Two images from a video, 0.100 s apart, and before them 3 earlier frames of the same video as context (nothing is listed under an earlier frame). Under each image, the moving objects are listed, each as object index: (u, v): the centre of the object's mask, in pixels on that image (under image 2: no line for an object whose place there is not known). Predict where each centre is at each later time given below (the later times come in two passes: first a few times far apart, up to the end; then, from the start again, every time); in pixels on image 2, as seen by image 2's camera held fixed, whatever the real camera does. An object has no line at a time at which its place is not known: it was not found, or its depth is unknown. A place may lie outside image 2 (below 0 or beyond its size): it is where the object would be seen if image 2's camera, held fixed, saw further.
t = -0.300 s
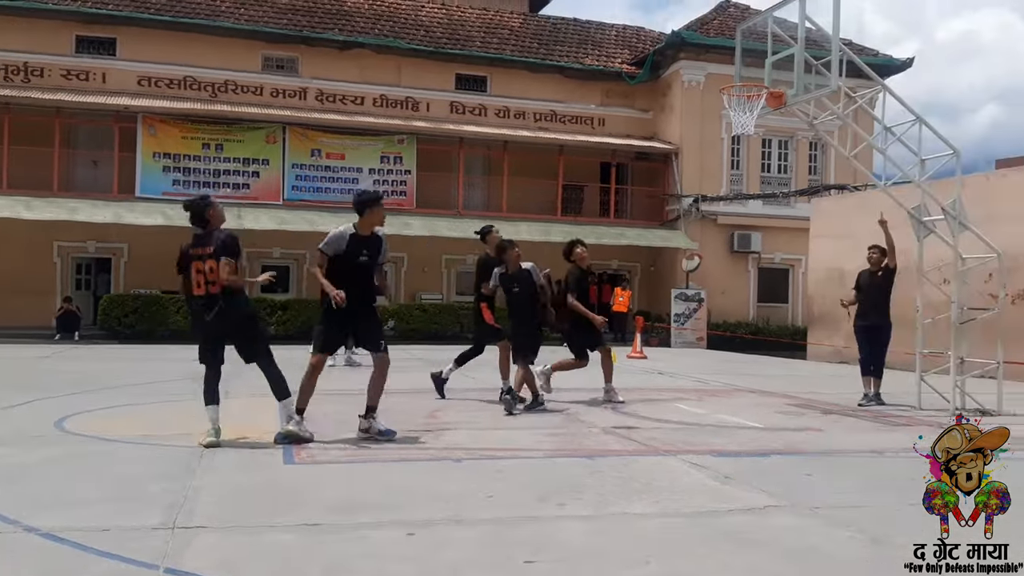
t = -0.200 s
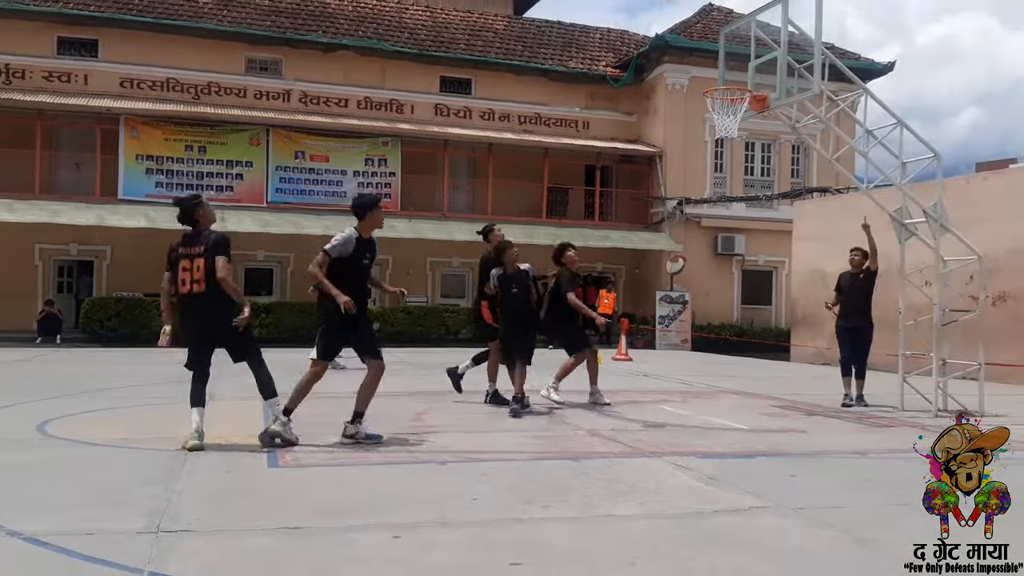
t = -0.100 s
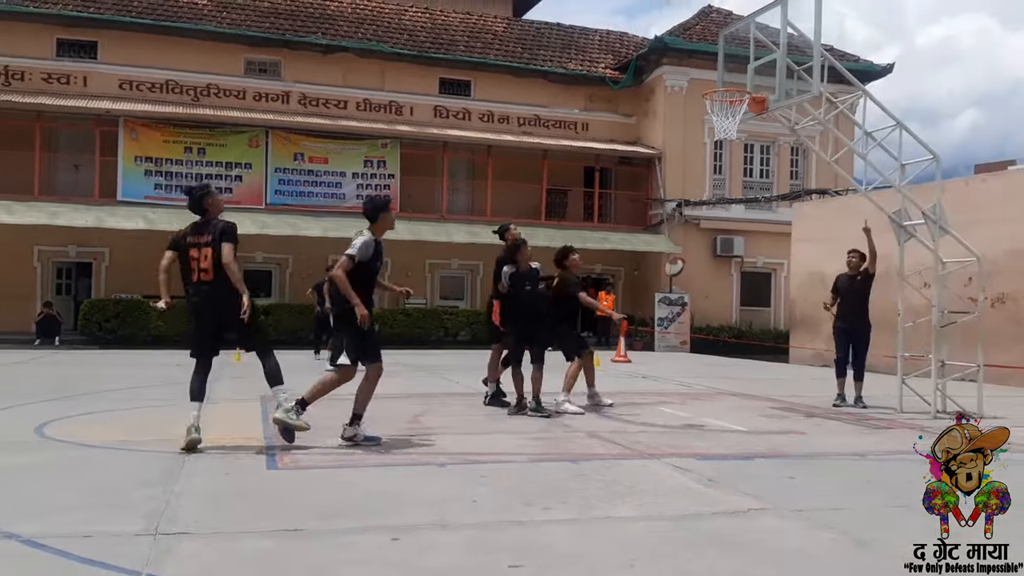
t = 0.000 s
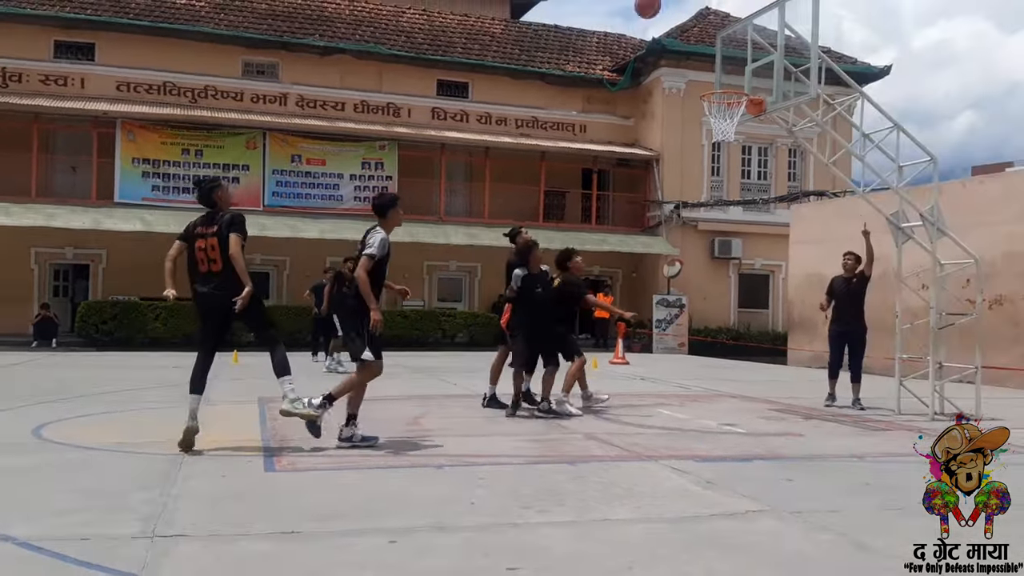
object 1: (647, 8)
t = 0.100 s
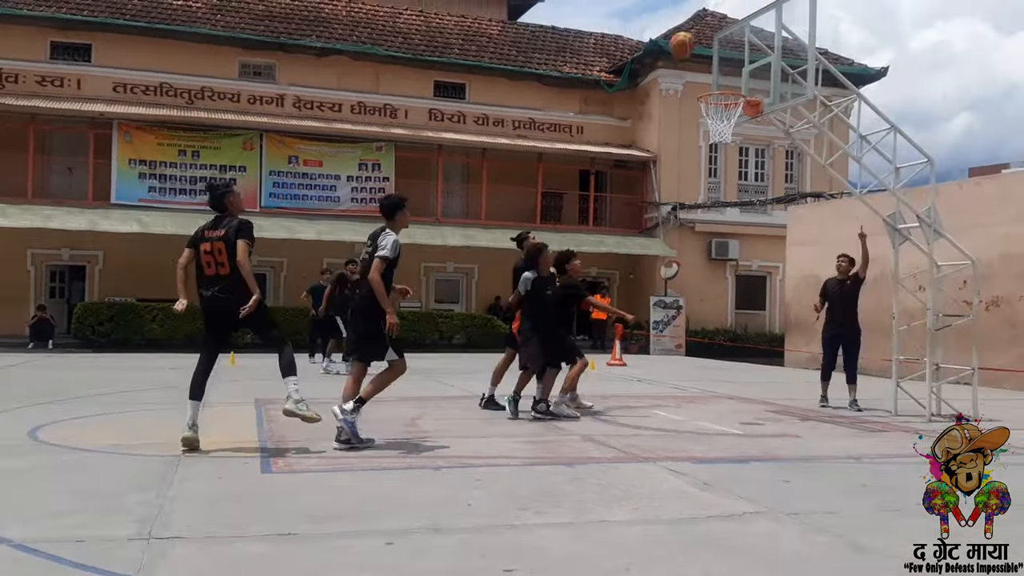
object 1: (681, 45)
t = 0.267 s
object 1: (722, 64)
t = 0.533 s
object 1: (760, 49)
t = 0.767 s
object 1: (757, 66)
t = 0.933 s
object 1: (743, 106)
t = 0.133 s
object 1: (695, 59)
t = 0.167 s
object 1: (706, 75)
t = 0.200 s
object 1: (713, 79)
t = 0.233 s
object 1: (718, 71)
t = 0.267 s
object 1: (722, 64)
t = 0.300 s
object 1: (727, 60)
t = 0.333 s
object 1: (731, 53)
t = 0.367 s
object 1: (737, 50)
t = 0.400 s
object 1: (740, 48)
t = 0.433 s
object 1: (746, 47)
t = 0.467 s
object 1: (751, 46)
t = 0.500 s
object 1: (755, 47)
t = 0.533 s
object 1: (760, 49)
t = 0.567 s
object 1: (765, 52)
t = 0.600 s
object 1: (768, 55)
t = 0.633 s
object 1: (766, 55)
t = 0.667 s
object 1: (764, 56)
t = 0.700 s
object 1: (762, 58)
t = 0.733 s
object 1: (759, 60)
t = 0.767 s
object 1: (757, 66)
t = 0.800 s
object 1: (753, 72)
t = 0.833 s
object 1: (750, 79)
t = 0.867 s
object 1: (748, 87)
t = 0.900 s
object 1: (745, 95)
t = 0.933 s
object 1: (743, 106)
